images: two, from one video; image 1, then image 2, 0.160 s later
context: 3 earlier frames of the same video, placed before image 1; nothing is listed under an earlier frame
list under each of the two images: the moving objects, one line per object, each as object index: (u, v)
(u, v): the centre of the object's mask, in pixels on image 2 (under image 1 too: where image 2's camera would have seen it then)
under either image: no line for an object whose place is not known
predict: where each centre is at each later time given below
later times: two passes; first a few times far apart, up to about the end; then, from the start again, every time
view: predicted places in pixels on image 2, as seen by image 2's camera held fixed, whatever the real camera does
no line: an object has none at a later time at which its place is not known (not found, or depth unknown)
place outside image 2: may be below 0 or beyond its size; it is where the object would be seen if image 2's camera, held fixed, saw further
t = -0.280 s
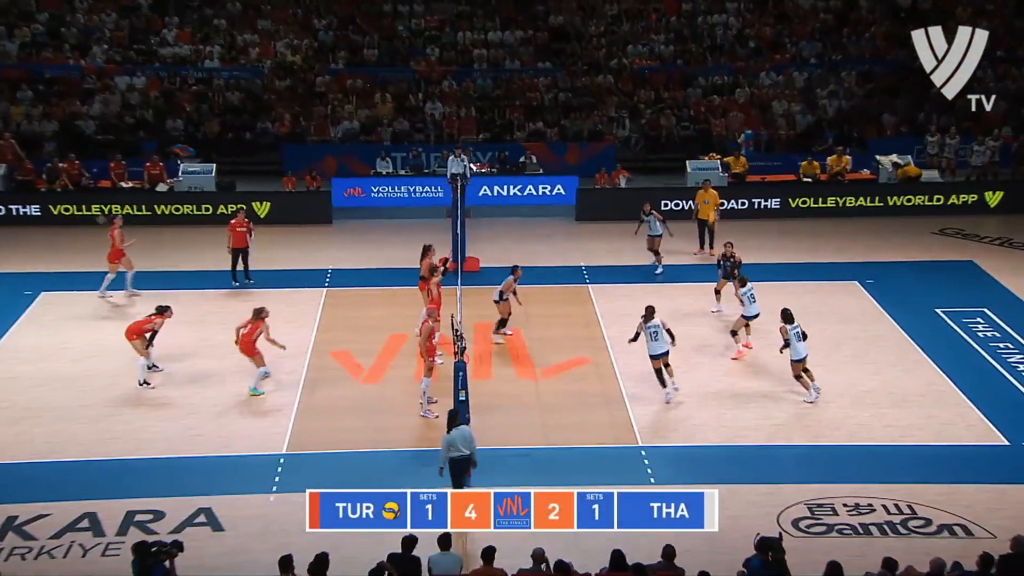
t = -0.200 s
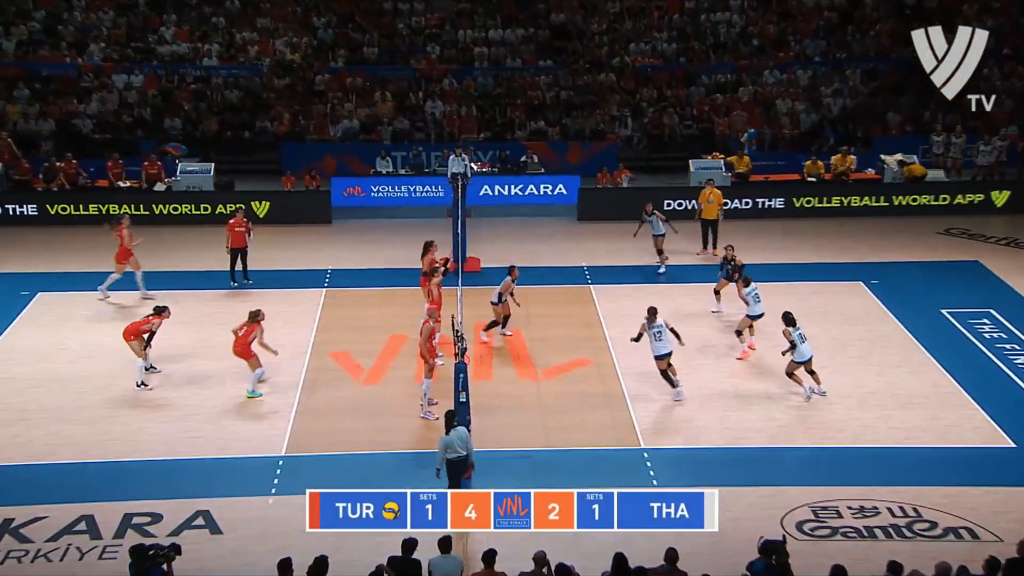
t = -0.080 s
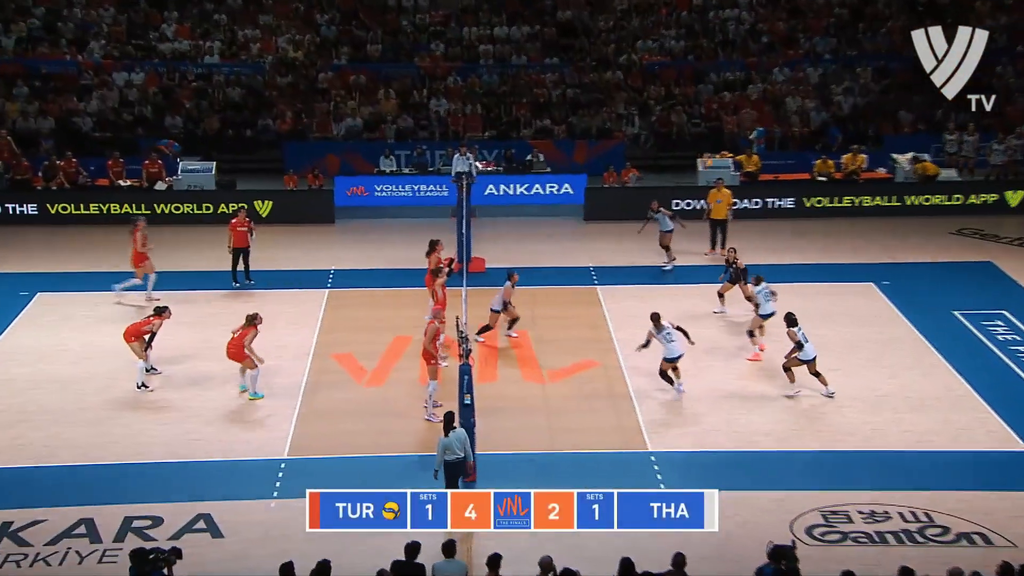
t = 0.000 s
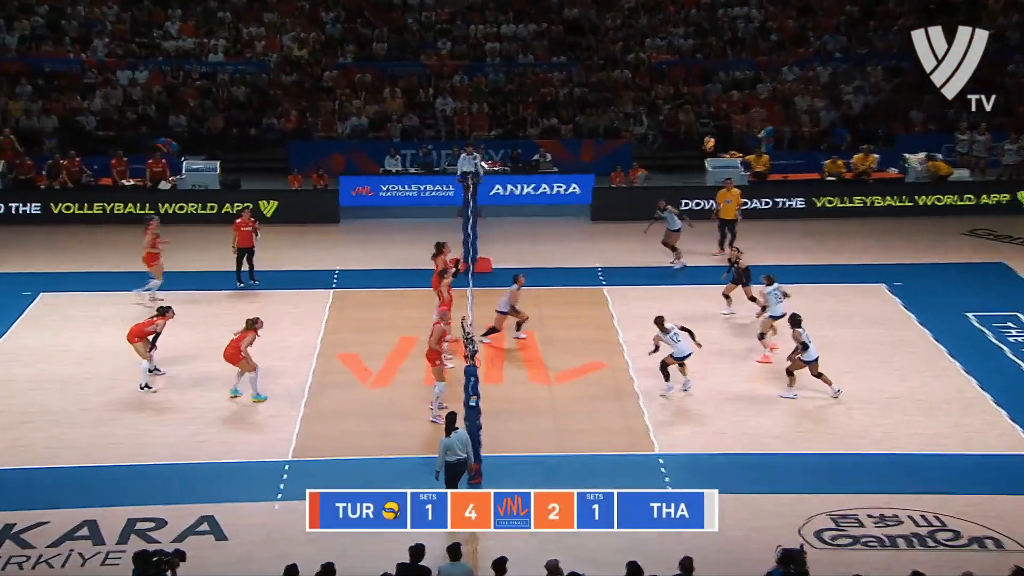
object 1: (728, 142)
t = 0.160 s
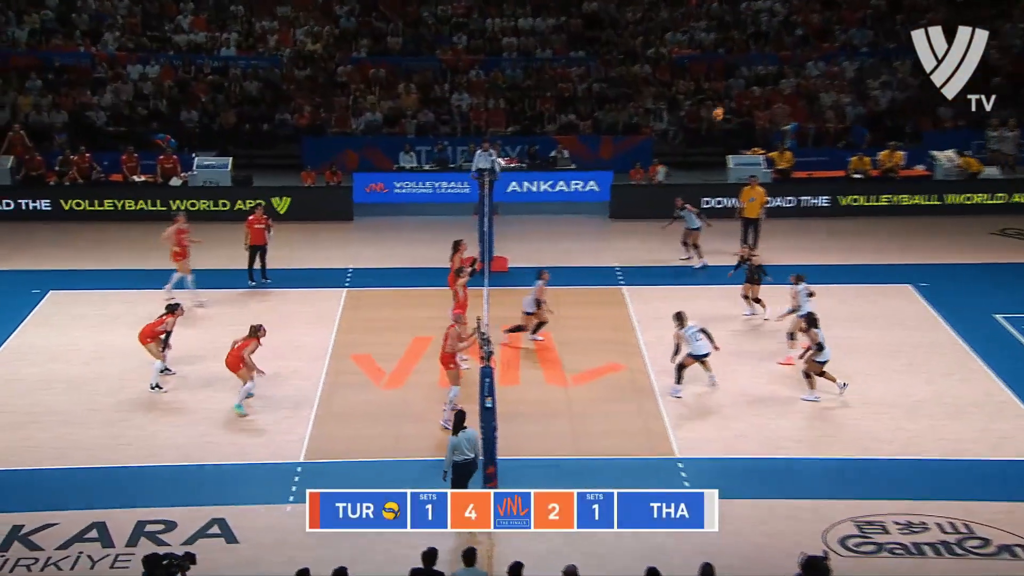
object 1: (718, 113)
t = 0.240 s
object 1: (713, 105)
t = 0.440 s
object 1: (699, 98)
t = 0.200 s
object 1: (716, 109)
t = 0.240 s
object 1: (713, 105)
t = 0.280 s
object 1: (710, 102)
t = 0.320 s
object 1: (707, 100)
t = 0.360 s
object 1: (705, 98)
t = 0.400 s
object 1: (702, 97)
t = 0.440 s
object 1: (699, 98)
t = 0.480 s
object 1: (696, 99)
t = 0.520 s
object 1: (693, 102)
